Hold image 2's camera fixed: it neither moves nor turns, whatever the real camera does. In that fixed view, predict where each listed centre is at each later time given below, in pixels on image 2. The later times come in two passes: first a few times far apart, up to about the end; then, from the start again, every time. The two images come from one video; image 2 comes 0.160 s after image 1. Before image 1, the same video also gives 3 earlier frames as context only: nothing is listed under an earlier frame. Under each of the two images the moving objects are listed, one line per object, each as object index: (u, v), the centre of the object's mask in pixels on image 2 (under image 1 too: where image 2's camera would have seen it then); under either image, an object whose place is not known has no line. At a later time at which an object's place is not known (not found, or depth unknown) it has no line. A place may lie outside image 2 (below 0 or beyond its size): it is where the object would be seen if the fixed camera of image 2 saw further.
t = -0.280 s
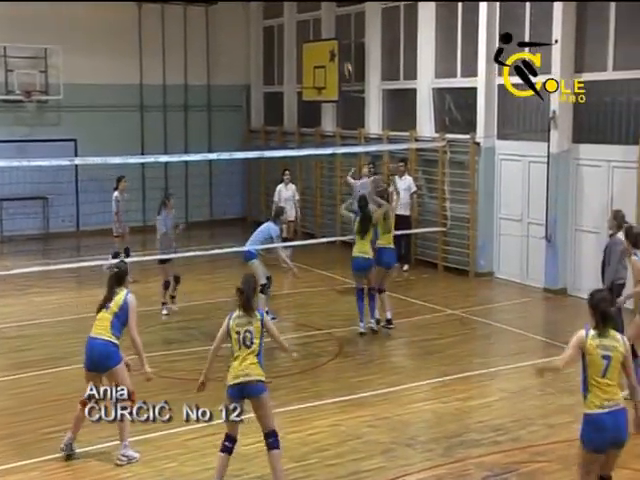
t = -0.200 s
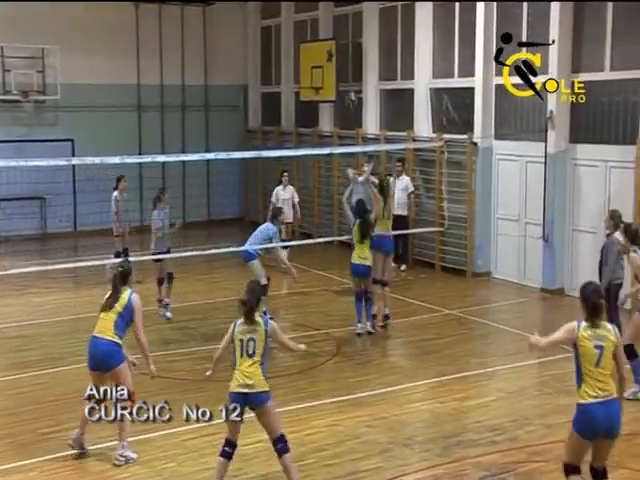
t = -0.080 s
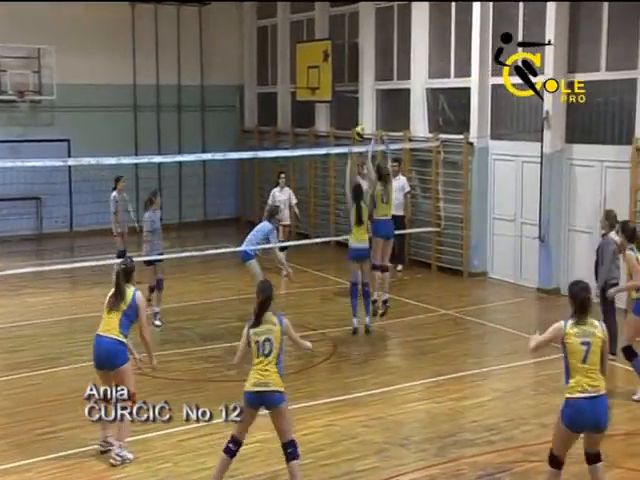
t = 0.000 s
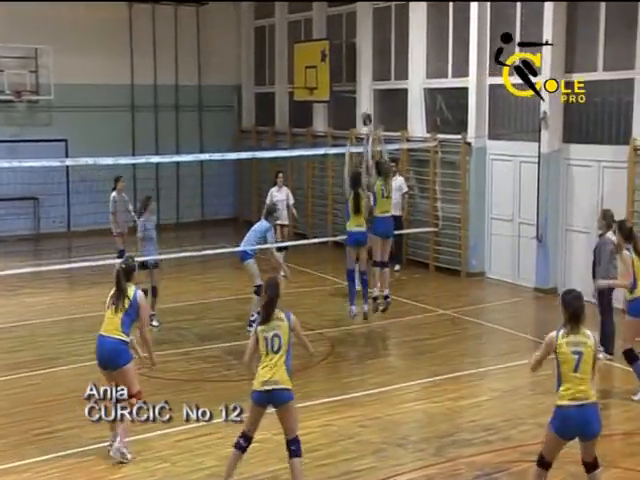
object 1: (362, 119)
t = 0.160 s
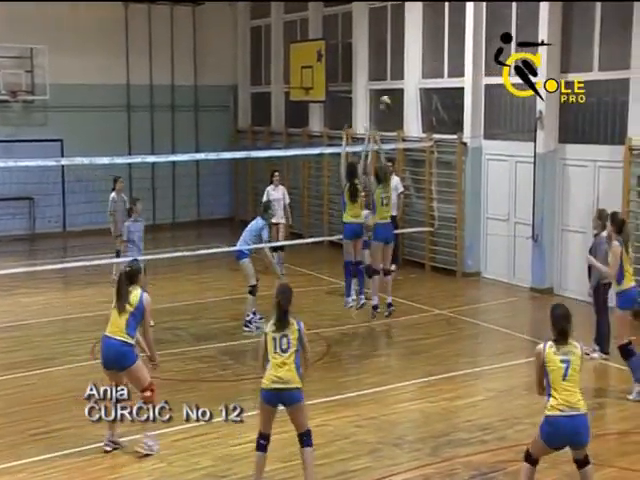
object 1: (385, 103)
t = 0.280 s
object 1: (406, 110)
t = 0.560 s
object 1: (475, 208)
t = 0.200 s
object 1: (392, 104)
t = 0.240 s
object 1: (398, 106)
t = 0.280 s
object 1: (406, 110)
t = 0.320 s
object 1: (415, 117)
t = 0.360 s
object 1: (424, 124)
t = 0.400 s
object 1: (430, 133)
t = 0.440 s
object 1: (442, 147)
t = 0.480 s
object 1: (452, 163)
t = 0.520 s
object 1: (462, 182)
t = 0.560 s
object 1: (475, 208)
